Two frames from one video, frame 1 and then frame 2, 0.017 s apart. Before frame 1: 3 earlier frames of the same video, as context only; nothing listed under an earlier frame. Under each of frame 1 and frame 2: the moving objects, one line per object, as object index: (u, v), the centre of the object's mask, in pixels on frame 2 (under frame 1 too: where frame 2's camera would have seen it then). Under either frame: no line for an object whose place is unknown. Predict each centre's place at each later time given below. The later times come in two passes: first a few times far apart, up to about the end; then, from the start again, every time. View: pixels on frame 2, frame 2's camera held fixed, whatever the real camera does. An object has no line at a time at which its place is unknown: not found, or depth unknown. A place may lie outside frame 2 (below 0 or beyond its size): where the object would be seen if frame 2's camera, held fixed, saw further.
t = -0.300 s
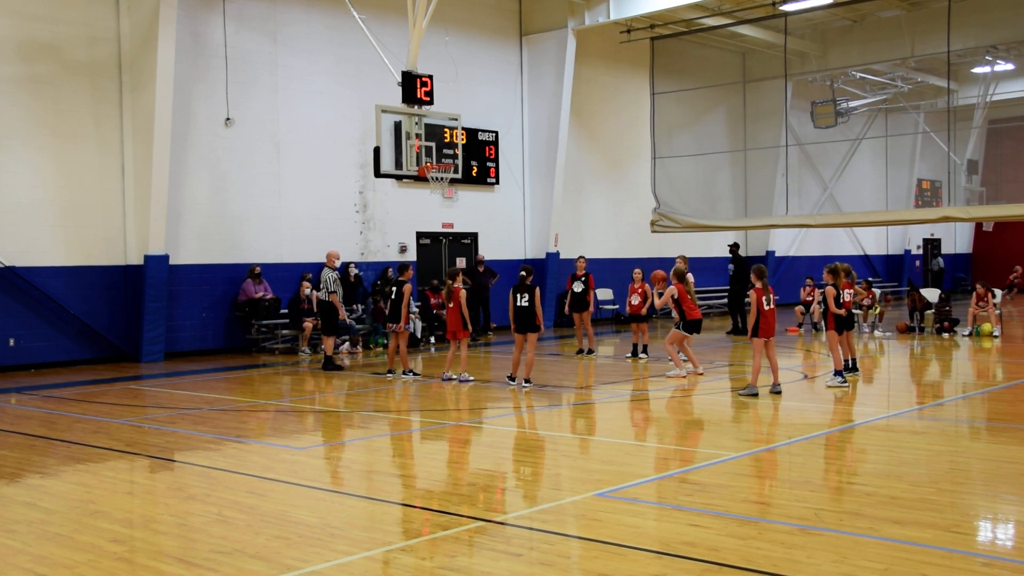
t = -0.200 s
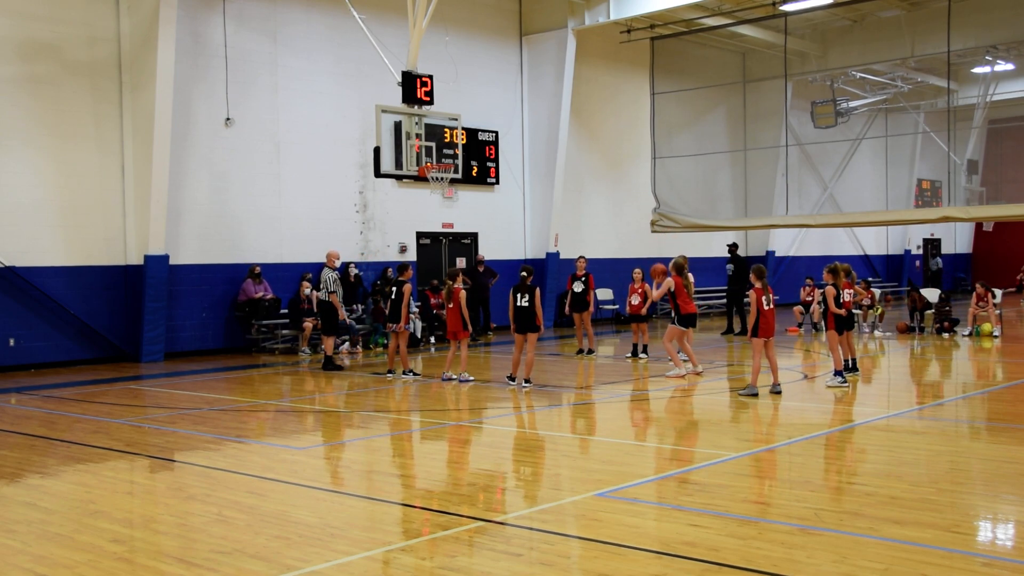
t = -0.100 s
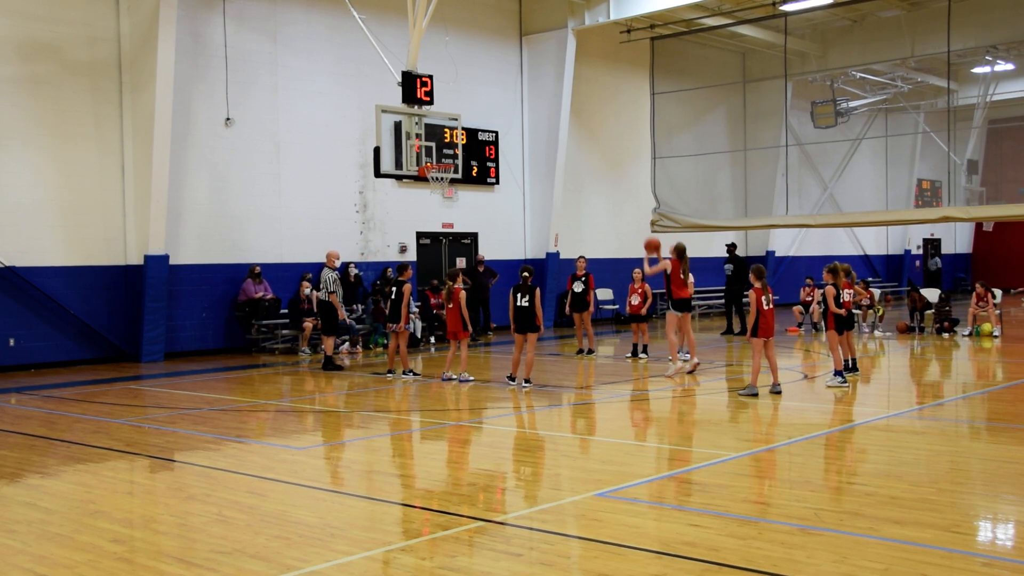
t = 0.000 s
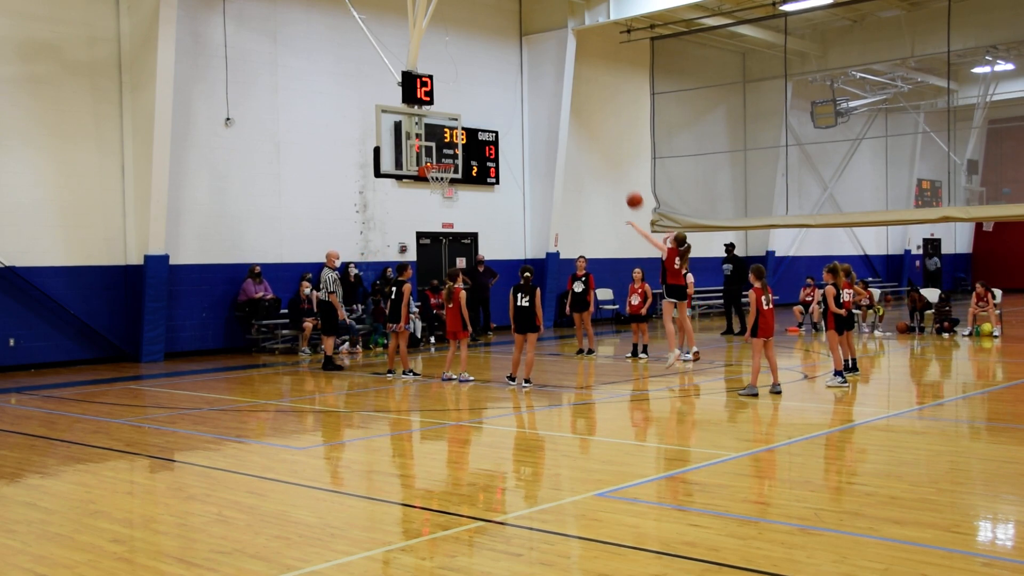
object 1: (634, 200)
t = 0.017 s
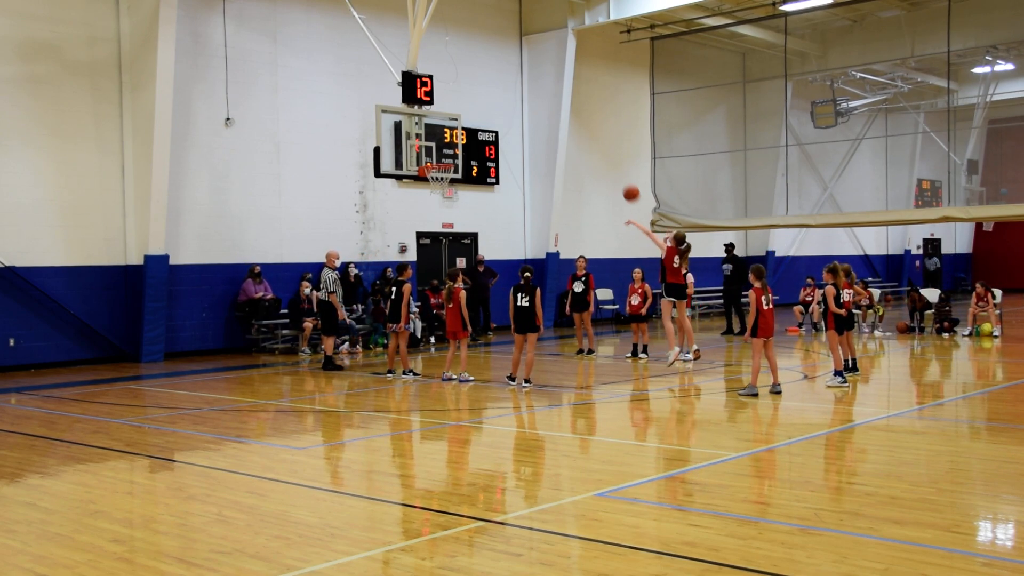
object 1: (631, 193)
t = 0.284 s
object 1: (580, 108)
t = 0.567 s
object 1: (532, 76)
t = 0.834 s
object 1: (492, 95)
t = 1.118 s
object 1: (454, 159)
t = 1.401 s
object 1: (479, 189)
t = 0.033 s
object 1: (628, 186)
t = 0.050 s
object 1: (624, 179)
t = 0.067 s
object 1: (621, 173)
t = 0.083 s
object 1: (618, 167)
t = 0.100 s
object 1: (614, 160)
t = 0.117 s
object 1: (611, 154)
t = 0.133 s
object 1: (608, 149)
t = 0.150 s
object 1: (605, 144)
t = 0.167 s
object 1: (602, 138)
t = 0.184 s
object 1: (599, 133)
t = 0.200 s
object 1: (595, 129)
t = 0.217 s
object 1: (592, 124)
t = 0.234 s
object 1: (589, 120)
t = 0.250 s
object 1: (586, 116)
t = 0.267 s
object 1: (583, 112)
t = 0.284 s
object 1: (580, 108)
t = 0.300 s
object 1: (577, 105)
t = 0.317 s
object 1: (575, 102)
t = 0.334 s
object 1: (571, 99)
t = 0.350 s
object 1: (568, 96)
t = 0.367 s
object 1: (565, 93)
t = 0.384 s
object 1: (563, 91)
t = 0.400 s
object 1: (560, 88)
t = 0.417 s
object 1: (557, 86)
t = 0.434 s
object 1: (554, 84)
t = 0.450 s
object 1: (551, 83)
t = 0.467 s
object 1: (549, 81)
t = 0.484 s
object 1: (546, 80)
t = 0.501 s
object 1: (543, 79)
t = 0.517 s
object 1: (540, 78)
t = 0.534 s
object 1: (538, 77)
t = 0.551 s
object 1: (535, 77)
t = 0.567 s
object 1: (532, 76)
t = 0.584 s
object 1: (529, 76)
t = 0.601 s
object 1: (527, 76)
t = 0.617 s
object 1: (524, 76)
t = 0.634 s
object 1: (522, 77)
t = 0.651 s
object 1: (519, 77)
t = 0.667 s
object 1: (517, 78)
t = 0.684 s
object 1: (514, 79)
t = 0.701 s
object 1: (512, 80)
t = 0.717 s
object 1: (509, 81)
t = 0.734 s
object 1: (507, 83)
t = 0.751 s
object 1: (504, 84)
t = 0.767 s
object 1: (502, 86)
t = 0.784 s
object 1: (499, 88)
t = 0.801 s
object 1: (497, 90)
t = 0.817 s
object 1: (494, 92)
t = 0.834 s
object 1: (492, 95)
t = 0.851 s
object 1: (489, 98)
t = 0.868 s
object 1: (487, 100)
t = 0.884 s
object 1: (485, 103)
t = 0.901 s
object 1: (482, 106)
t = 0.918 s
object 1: (480, 110)
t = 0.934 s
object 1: (478, 113)
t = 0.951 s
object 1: (475, 116)
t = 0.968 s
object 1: (473, 120)
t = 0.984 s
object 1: (471, 124)
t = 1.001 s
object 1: (469, 128)
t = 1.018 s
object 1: (467, 132)
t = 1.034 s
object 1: (465, 136)
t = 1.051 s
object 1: (463, 140)
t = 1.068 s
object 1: (460, 145)
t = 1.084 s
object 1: (458, 150)
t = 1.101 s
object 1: (456, 155)
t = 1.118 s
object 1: (454, 159)
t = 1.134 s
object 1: (454, 162)
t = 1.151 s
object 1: (455, 164)
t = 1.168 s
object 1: (456, 166)
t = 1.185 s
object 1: (457, 167)
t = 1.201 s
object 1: (458, 169)
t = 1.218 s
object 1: (459, 171)
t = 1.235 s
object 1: (460, 173)
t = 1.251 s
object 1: (461, 175)
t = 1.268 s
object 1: (462, 177)
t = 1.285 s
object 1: (463, 179)
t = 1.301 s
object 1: (466, 180)
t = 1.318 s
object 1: (468, 181)
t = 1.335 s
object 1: (470, 183)
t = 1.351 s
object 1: (472, 184)
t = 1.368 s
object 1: (475, 186)
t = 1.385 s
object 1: (477, 187)
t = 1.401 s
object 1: (479, 189)
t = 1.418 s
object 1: (481, 191)
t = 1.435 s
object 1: (484, 194)
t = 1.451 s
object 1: (486, 196)
